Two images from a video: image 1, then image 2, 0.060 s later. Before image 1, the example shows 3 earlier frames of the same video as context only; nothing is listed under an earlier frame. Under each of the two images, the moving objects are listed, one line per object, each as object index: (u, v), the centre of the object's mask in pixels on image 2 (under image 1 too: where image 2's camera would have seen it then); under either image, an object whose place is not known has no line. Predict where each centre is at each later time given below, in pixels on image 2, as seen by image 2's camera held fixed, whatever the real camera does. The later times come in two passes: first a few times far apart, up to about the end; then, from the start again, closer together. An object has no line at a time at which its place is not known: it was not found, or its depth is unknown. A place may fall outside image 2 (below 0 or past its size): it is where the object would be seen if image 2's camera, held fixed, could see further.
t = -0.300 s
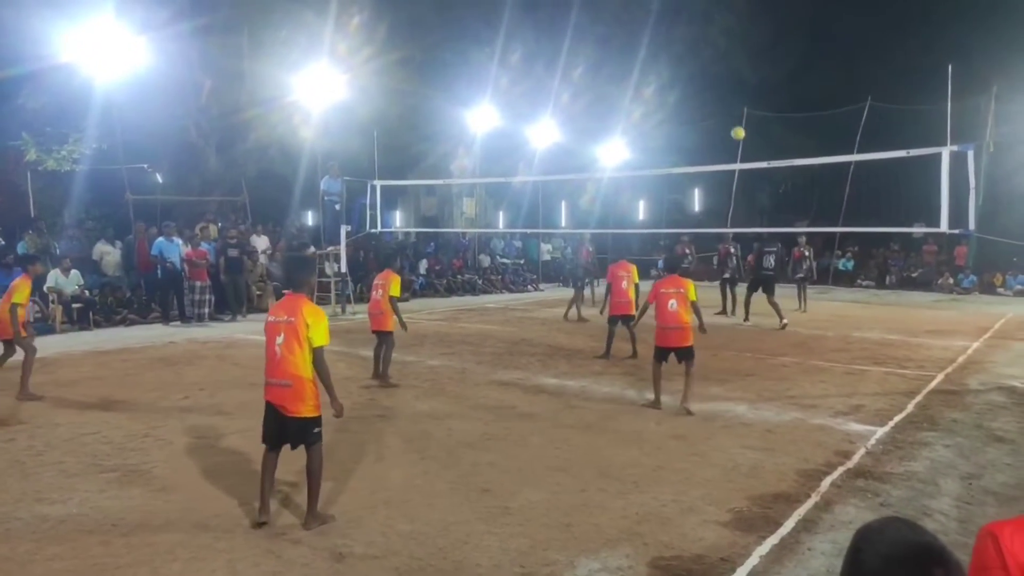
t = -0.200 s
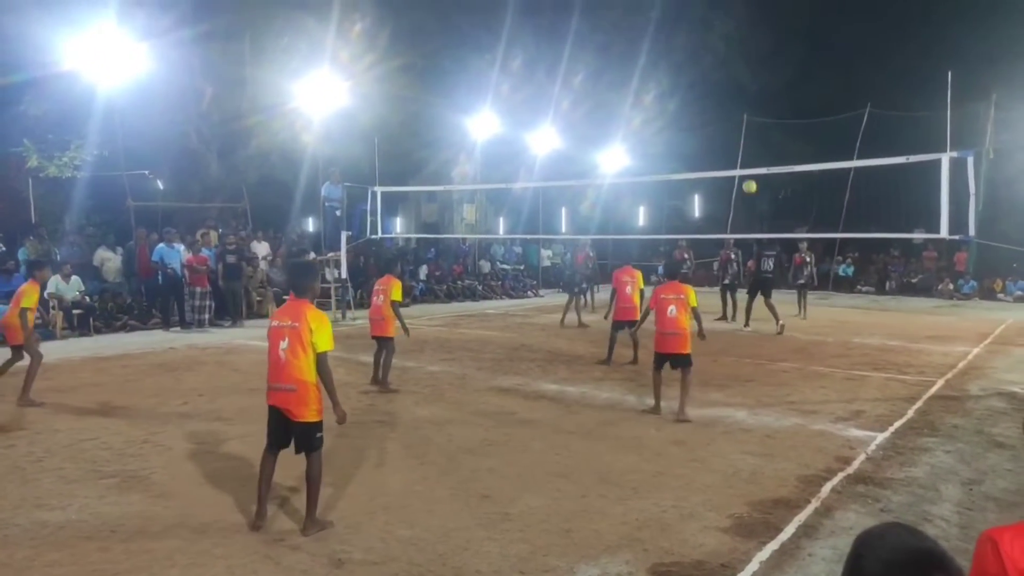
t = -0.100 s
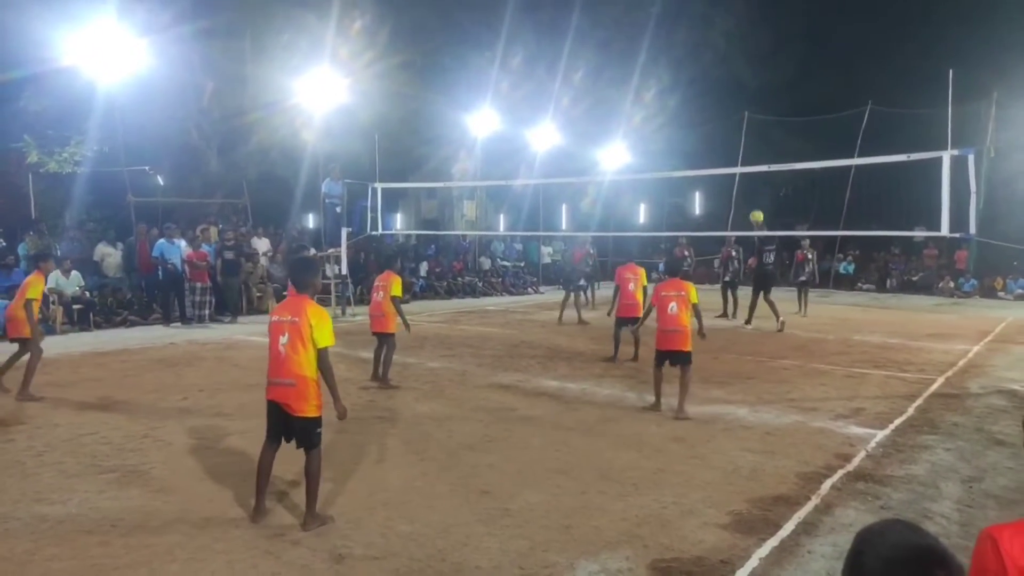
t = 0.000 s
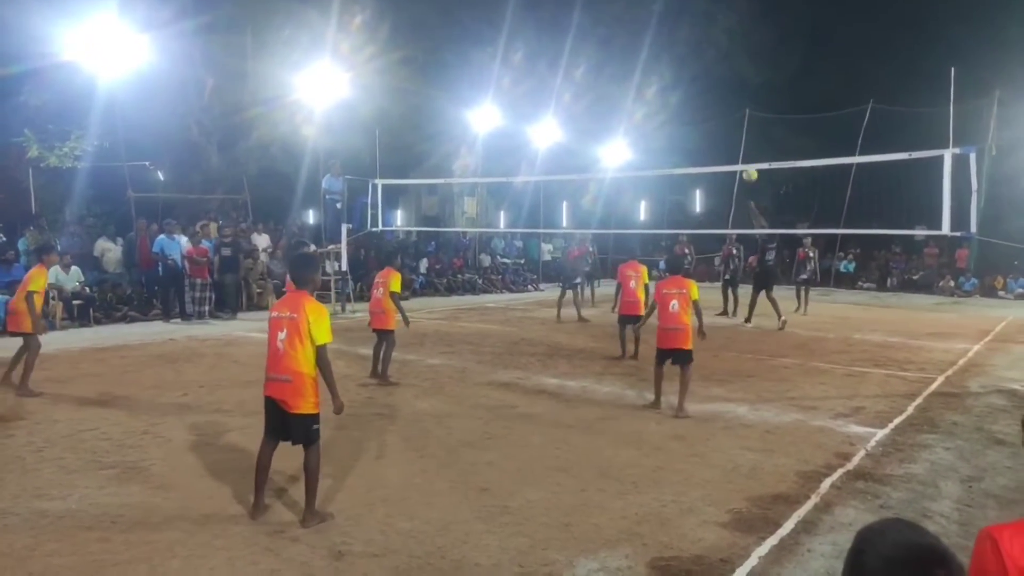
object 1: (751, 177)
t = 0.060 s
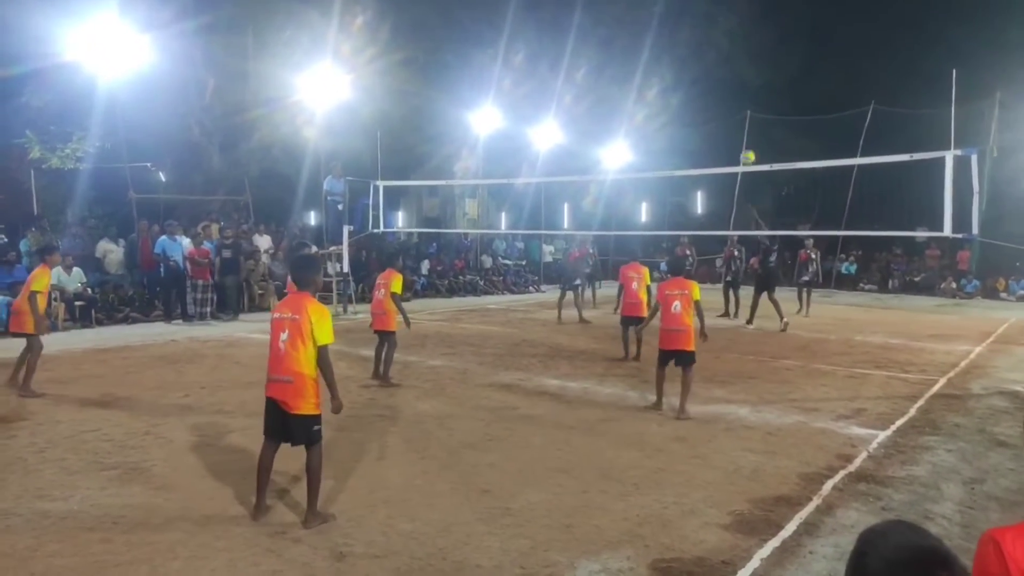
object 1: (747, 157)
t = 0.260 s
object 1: (729, 90)
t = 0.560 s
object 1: (694, 23)
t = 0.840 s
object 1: (645, 25)
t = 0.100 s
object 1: (743, 139)
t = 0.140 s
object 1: (740, 127)
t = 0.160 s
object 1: (739, 121)
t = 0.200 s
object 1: (734, 105)
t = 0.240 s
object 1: (731, 94)
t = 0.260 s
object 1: (729, 90)
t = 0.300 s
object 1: (725, 75)
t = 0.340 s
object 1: (721, 66)
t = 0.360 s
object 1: (719, 61)
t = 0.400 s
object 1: (713, 49)
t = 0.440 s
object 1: (709, 42)
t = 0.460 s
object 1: (707, 40)
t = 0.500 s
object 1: (701, 30)
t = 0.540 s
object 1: (696, 25)
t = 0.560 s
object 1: (694, 23)
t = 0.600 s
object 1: (689, 19)
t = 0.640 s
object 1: (682, 16)
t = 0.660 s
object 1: (679, 15)
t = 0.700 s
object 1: (670, 14)
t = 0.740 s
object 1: (665, 15)
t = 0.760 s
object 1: (661, 16)
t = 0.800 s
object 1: (652, 20)
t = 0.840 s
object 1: (645, 25)
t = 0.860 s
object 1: (642, 28)
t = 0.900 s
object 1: (631, 39)
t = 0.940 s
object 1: (624, 48)
